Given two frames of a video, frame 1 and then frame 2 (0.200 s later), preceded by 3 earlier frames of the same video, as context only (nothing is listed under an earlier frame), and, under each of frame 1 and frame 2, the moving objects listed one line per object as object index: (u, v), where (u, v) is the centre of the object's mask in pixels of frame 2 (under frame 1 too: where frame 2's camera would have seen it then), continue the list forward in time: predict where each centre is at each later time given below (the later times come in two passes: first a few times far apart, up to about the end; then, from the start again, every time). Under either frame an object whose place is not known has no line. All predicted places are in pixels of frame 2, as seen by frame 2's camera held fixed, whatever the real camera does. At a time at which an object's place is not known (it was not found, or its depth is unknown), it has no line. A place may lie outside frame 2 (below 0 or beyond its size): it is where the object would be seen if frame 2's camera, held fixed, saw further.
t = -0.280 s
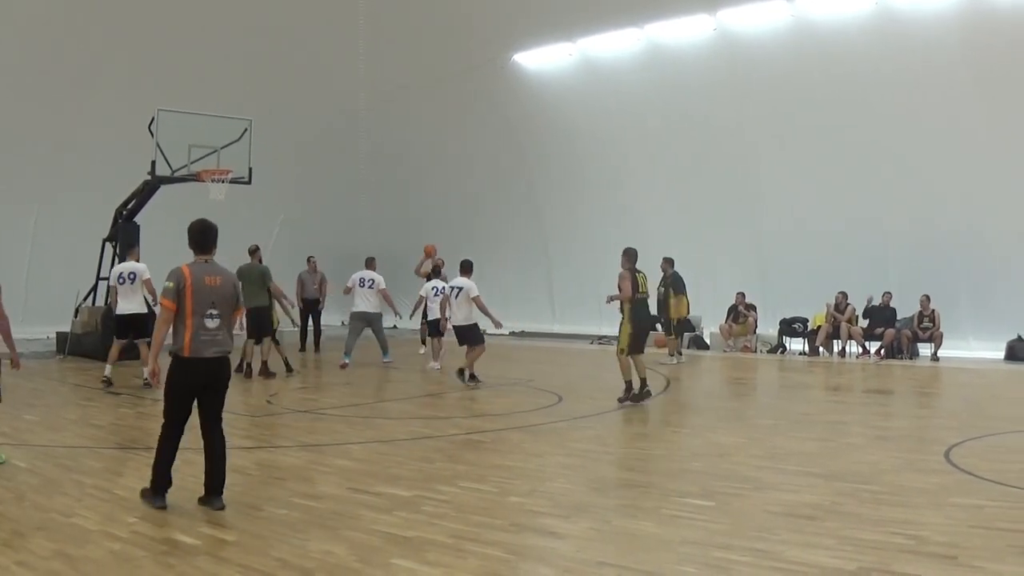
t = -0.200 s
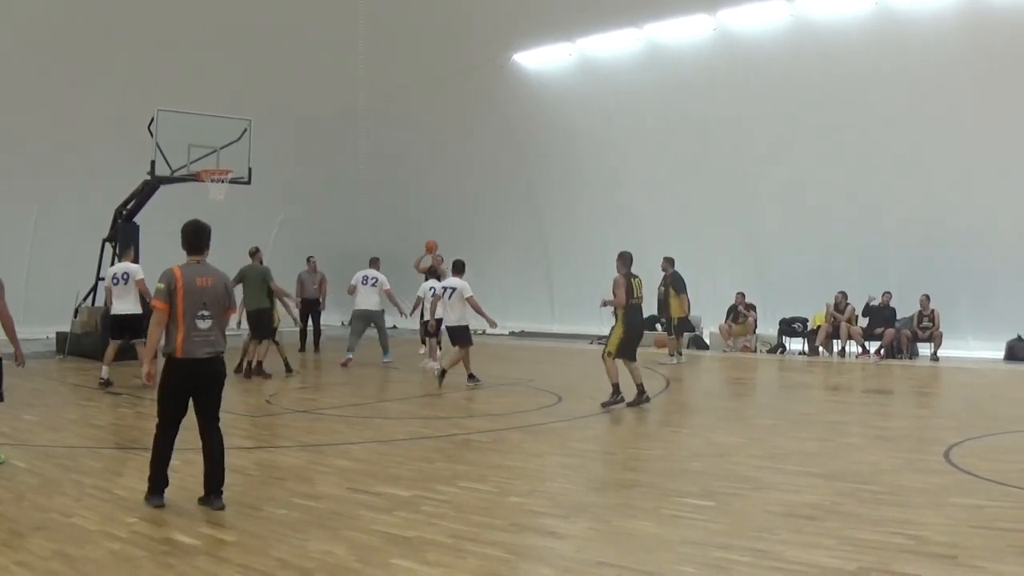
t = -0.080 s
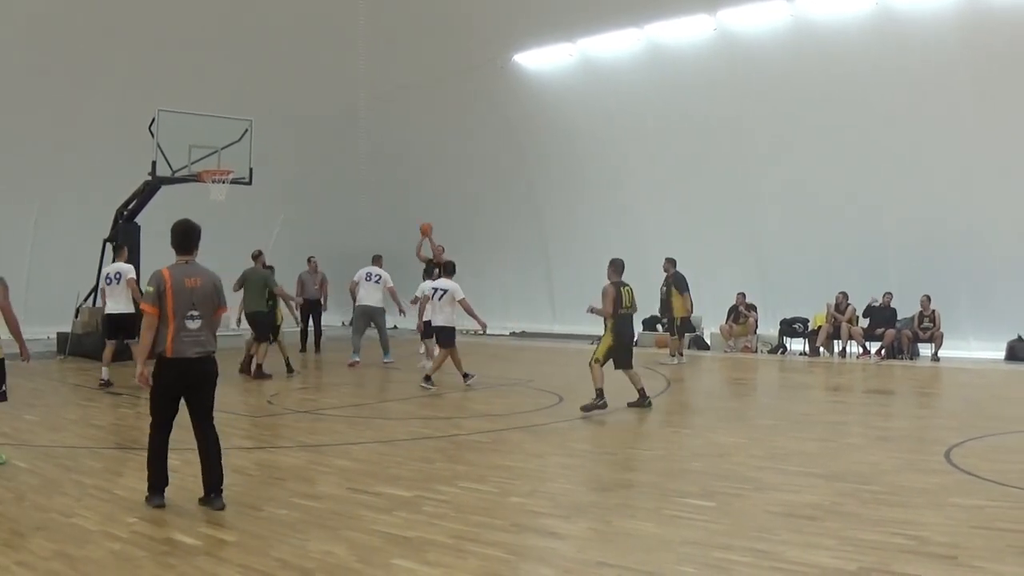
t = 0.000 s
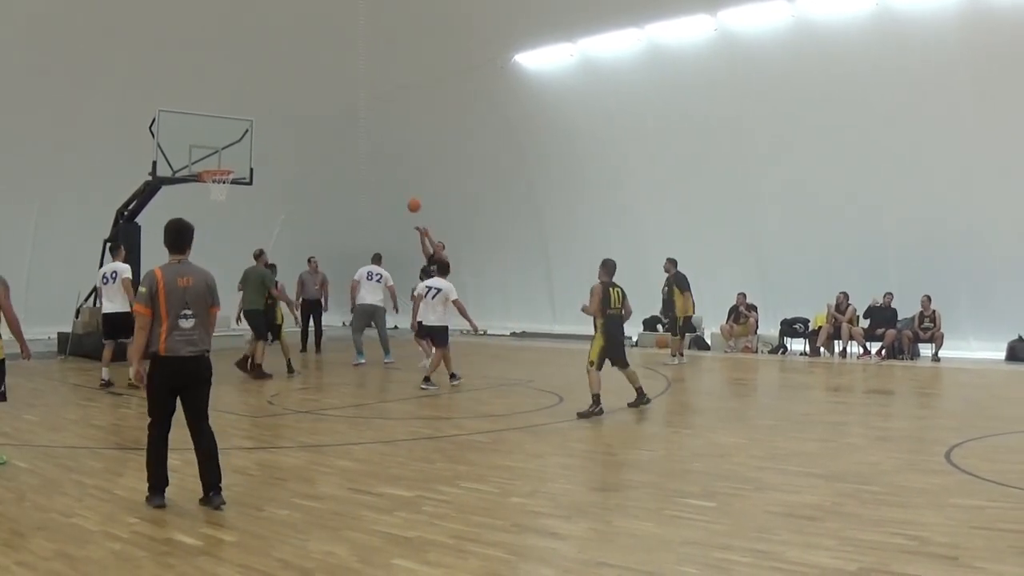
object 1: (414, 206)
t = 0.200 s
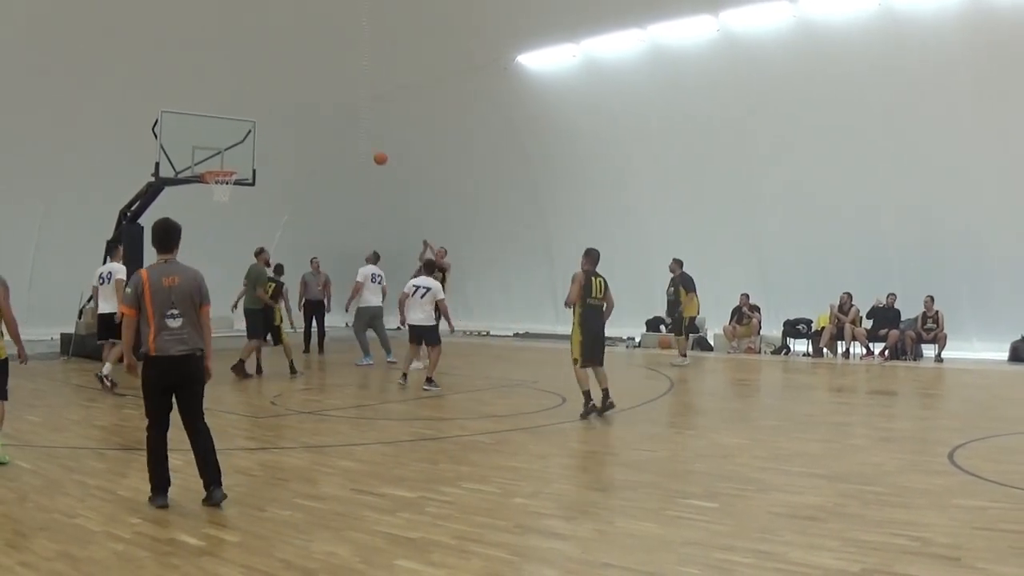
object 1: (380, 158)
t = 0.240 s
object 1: (372, 150)
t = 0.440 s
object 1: (331, 125)
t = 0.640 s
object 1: (291, 123)
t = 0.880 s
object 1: (236, 154)
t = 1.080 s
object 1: (203, 184)
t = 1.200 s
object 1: (197, 197)
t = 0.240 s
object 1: (372, 150)
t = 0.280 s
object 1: (365, 144)
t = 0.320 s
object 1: (357, 138)
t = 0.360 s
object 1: (349, 134)
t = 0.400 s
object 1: (339, 128)
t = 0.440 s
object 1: (331, 125)
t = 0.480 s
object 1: (324, 123)
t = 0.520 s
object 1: (316, 122)
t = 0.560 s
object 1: (307, 122)
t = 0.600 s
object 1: (299, 122)
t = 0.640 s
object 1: (291, 123)
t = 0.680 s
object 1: (282, 125)
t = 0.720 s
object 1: (273, 129)
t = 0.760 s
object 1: (263, 134)
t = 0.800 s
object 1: (255, 139)
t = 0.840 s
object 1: (246, 146)
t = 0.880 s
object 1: (236, 154)
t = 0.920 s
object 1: (227, 162)
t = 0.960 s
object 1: (216, 171)
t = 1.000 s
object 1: (209, 183)
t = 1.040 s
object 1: (205, 183)
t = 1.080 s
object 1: (203, 184)
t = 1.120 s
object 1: (201, 187)
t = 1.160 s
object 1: (199, 191)
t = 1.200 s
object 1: (197, 197)
